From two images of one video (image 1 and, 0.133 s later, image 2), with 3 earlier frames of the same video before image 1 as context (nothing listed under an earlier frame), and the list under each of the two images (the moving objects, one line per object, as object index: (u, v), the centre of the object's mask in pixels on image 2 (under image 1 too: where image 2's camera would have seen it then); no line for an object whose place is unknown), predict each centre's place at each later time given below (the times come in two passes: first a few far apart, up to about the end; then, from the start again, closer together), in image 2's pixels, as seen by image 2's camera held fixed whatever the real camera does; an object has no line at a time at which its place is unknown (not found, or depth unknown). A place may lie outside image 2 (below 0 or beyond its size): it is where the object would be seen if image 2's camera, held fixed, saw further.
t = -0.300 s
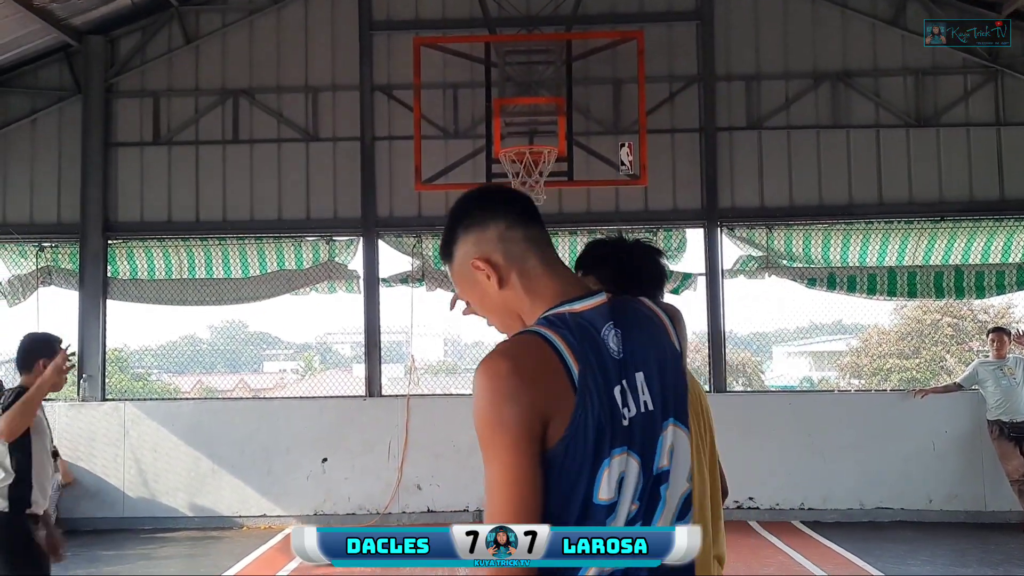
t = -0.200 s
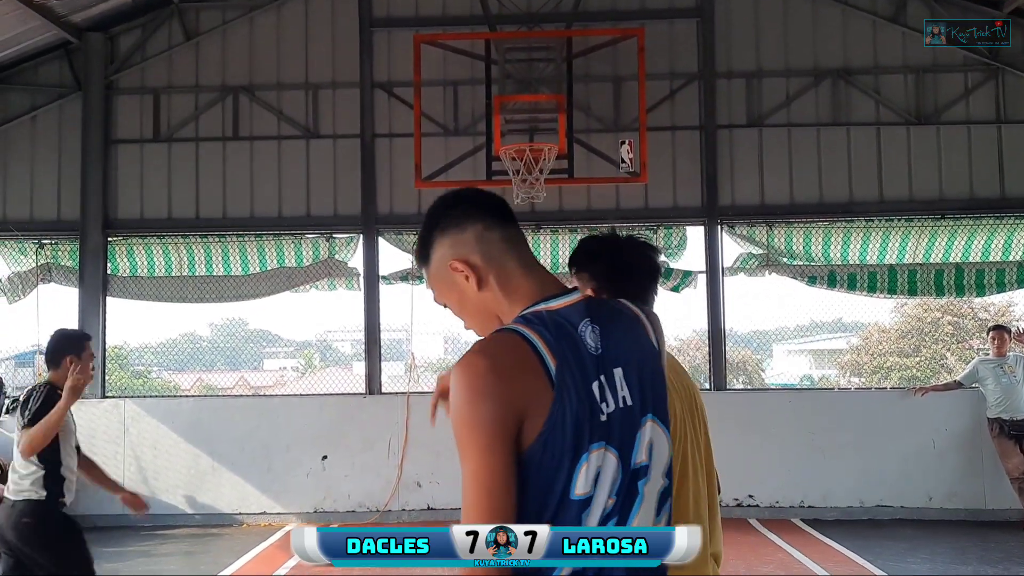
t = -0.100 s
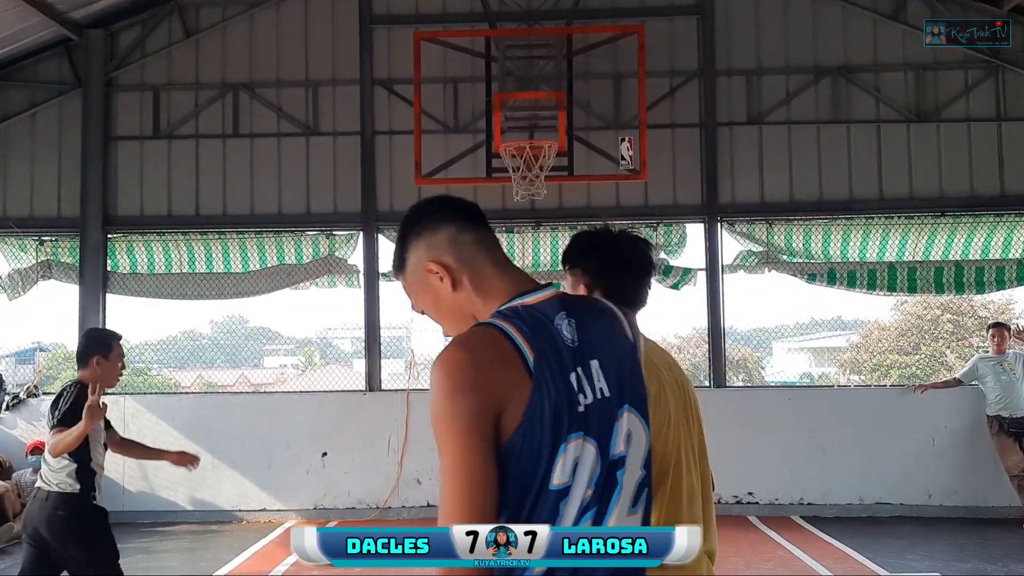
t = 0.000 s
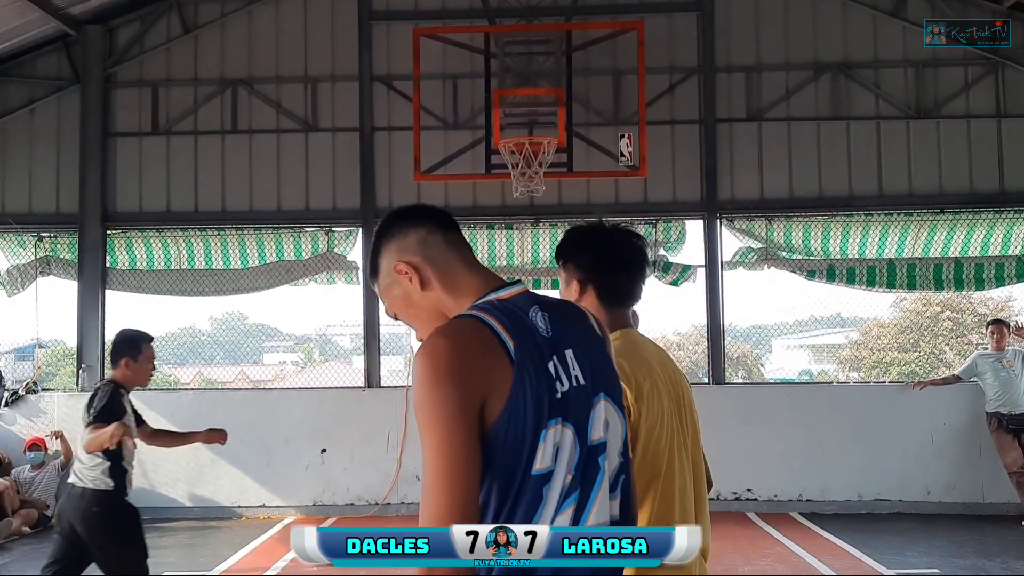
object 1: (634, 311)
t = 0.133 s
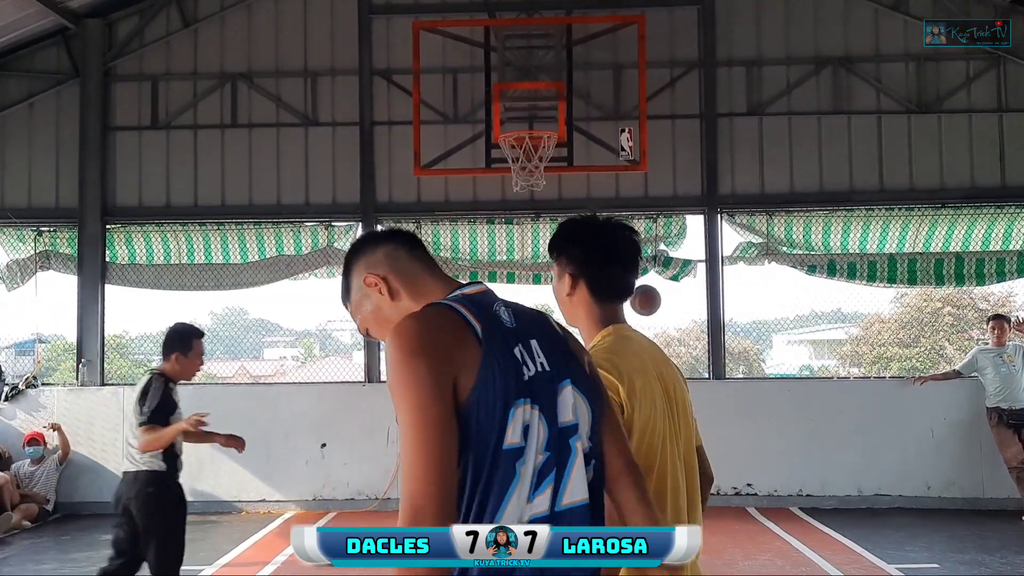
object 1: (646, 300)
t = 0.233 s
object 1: (662, 304)
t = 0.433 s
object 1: (695, 350)
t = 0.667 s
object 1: (737, 472)
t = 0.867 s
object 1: (761, 463)
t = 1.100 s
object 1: (781, 391)
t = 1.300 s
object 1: (799, 385)
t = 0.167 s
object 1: (651, 300)
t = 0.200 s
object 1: (656, 301)
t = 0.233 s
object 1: (662, 304)
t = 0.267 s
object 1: (667, 308)
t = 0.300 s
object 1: (673, 313)
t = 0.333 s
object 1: (679, 320)
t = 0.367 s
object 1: (684, 329)
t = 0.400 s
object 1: (690, 339)
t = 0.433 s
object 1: (695, 350)
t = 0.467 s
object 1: (701, 363)
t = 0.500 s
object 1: (707, 377)
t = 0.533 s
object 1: (713, 393)
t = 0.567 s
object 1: (719, 411)
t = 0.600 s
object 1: (726, 430)
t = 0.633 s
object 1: (731, 450)
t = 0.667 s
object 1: (737, 472)
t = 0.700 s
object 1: (743, 495)
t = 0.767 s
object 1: (753, 514)
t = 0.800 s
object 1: (756, 497)
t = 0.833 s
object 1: (759, 479)
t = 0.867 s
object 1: (761, 463)
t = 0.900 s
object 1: (763, 448)
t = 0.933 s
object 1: (766, 435)
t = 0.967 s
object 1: (769, 423)
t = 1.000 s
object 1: (772, 413)
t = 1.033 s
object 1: (774, 404)
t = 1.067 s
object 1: (778, 397)
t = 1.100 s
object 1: (781, 391)
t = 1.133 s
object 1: (783, 386)
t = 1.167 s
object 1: (786, 383)
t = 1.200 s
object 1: (789, 382)
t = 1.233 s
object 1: (792, 381)
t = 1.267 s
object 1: (795, 383)
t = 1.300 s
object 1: (799, 385)
